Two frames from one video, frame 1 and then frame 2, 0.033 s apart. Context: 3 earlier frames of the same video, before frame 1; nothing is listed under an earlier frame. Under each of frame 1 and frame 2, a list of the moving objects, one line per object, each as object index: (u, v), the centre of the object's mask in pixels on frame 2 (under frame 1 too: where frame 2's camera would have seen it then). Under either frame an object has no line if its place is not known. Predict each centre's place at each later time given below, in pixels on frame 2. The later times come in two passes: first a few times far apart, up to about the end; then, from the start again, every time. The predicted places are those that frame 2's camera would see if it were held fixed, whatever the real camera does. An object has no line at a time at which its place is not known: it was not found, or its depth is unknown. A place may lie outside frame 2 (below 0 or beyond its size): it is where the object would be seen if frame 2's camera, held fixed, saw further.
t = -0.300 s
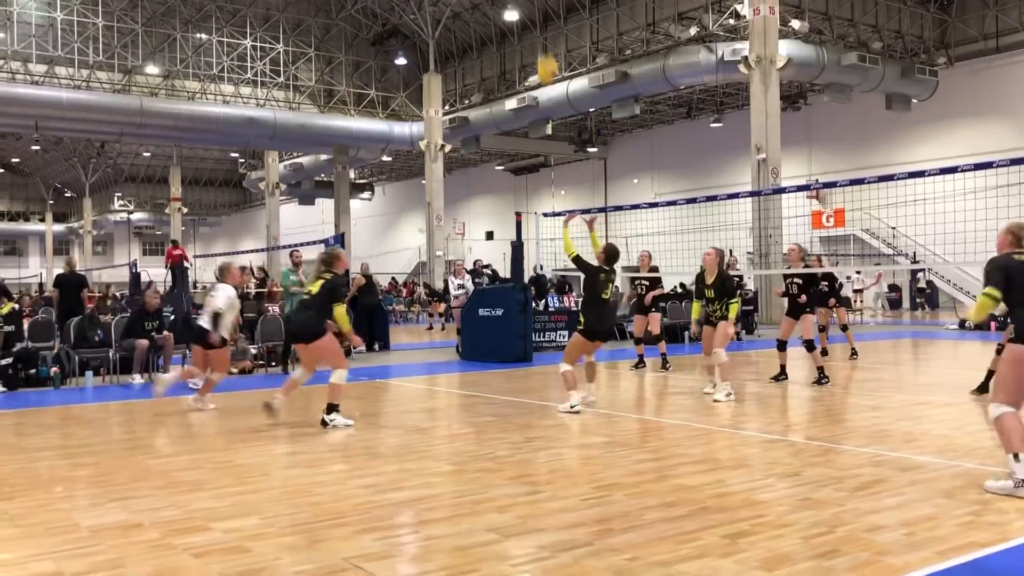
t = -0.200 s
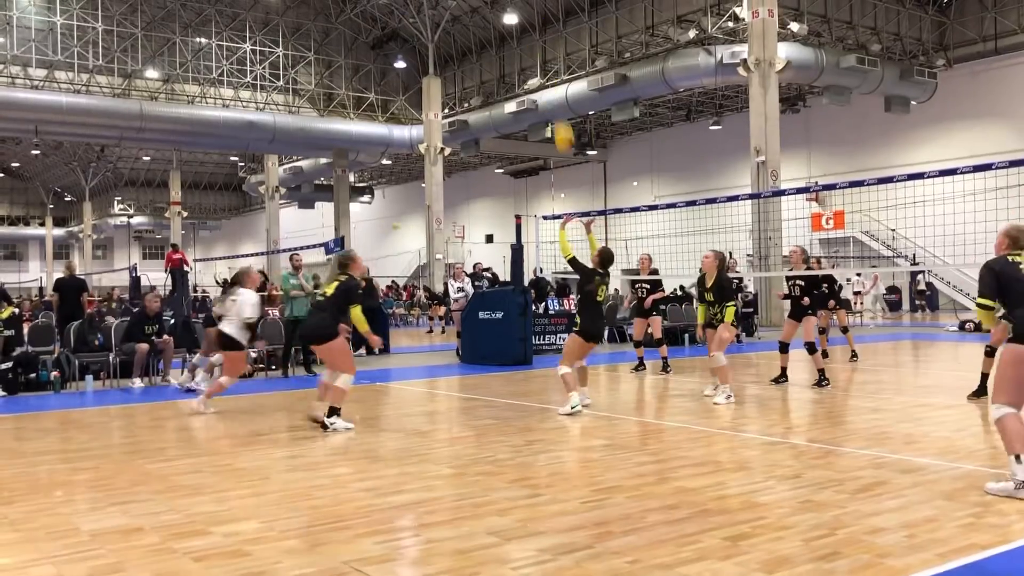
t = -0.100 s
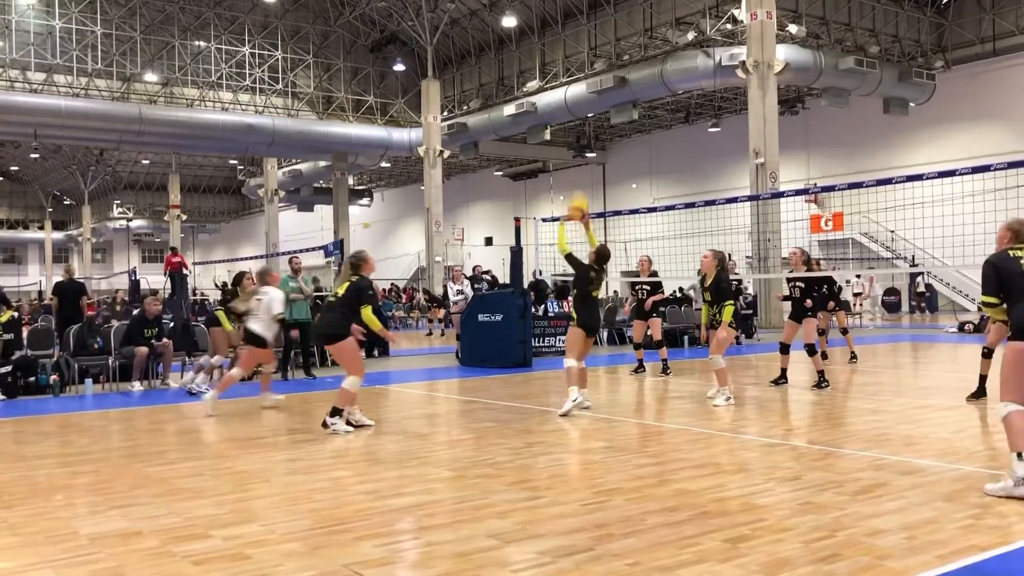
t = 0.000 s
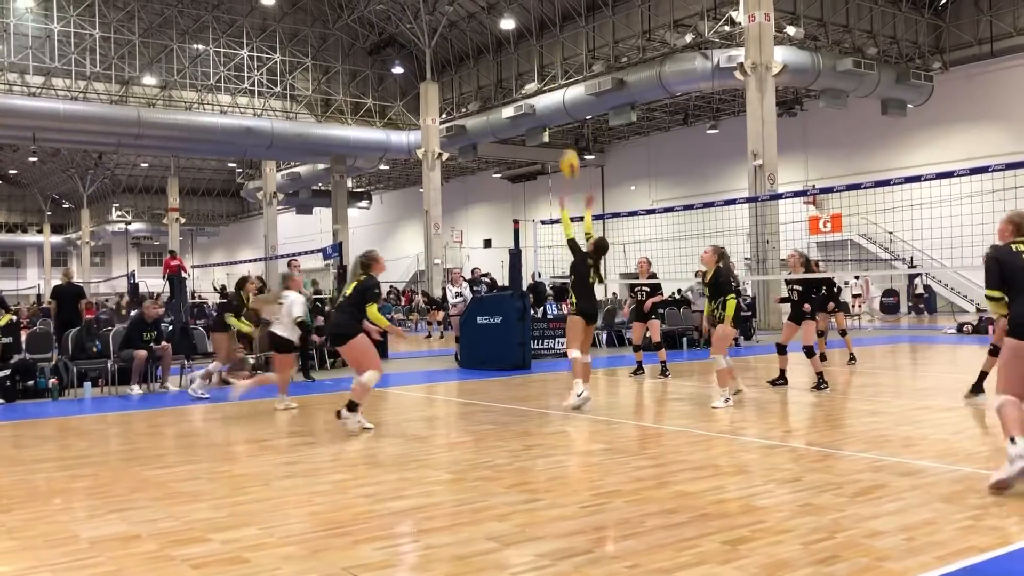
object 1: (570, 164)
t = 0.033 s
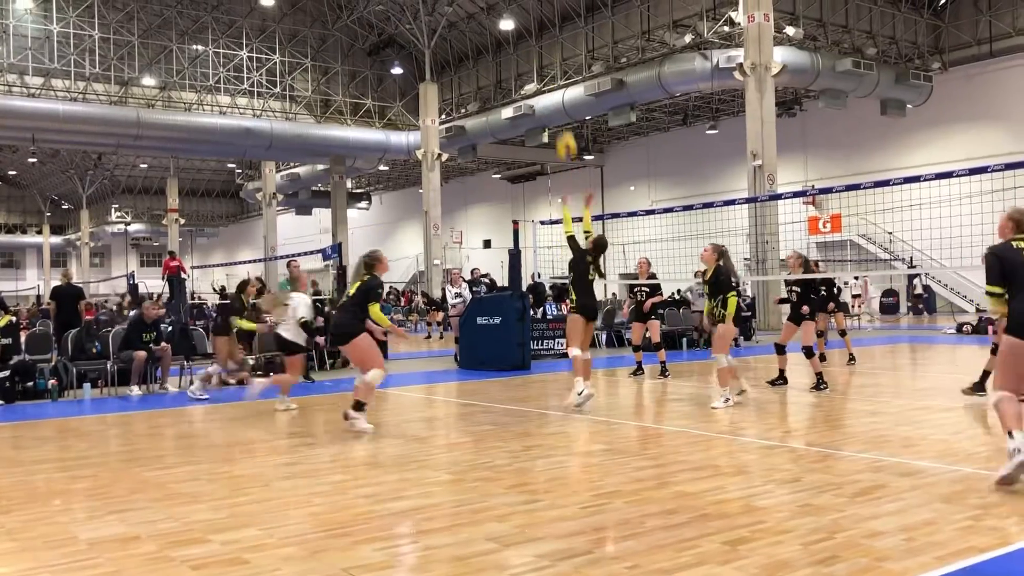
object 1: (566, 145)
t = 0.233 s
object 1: (552, 62)
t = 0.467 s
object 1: (540, 19)
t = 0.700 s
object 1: (529, 22)
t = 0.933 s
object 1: (522, 66)
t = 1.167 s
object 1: (518, 144)
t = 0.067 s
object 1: (565, 128)
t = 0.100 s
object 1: (562, 114)
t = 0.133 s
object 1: (560, 98)
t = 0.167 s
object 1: (556, 83)
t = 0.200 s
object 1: (555, 72)
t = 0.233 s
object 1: (552, 62)
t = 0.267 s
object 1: (550, 53)
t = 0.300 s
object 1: (548, 44)
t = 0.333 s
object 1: (546, 37)
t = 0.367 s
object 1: (545, 31)
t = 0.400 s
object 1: (544, 26)
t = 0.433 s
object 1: (542, 22)
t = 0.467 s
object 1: (540, 19)
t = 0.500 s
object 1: (538, 17)
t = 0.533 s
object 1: (537, 16)
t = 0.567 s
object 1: (535, 15)
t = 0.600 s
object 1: (533, 16)
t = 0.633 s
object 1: (532, 17)
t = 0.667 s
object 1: (531, 20)
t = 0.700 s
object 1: (529, 22)
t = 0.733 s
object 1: (528, 27)
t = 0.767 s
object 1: (527, 31)
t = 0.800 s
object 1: (527, 37)
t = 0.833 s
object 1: (525, 43)
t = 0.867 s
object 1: (524, 50)
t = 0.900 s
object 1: (523, 57)
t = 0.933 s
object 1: (522, 66)
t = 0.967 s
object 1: (521, 75)
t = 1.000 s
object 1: (521, 85)
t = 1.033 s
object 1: (520, 96)
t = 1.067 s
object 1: (520, 109)
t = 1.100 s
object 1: (519, 120)
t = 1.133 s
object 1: (518, 133)
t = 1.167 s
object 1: (518, 144)
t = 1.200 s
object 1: (517, 159)
